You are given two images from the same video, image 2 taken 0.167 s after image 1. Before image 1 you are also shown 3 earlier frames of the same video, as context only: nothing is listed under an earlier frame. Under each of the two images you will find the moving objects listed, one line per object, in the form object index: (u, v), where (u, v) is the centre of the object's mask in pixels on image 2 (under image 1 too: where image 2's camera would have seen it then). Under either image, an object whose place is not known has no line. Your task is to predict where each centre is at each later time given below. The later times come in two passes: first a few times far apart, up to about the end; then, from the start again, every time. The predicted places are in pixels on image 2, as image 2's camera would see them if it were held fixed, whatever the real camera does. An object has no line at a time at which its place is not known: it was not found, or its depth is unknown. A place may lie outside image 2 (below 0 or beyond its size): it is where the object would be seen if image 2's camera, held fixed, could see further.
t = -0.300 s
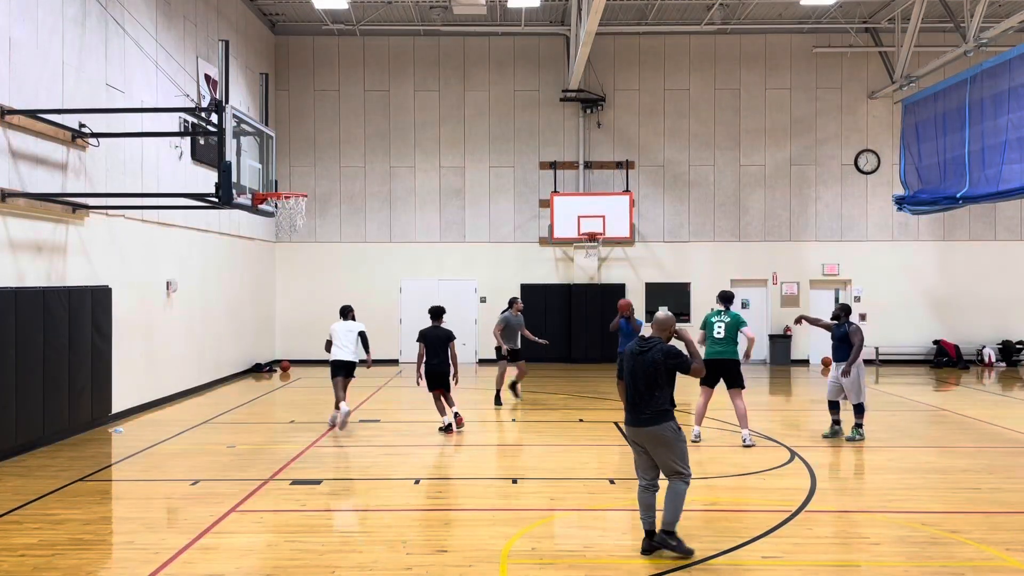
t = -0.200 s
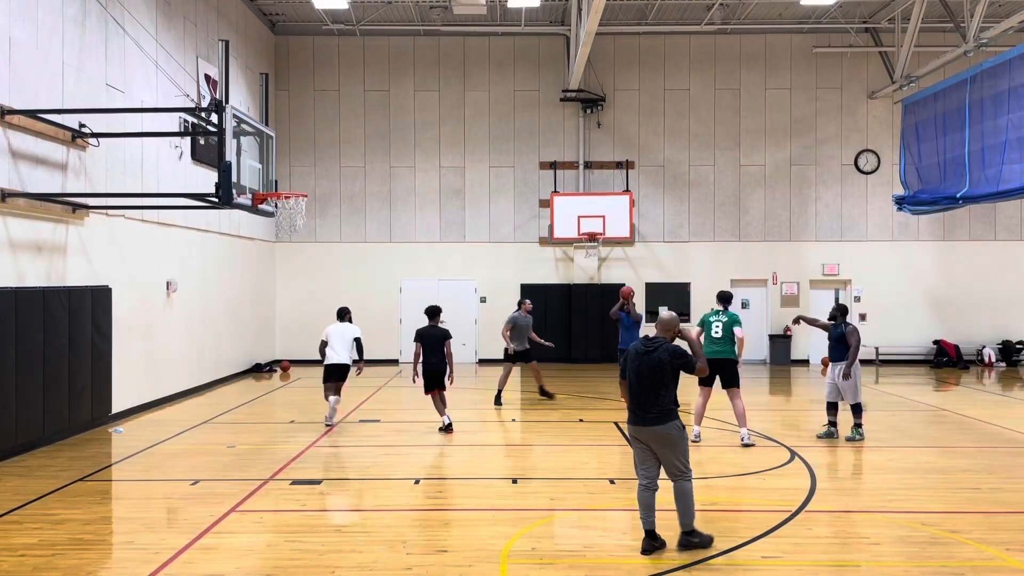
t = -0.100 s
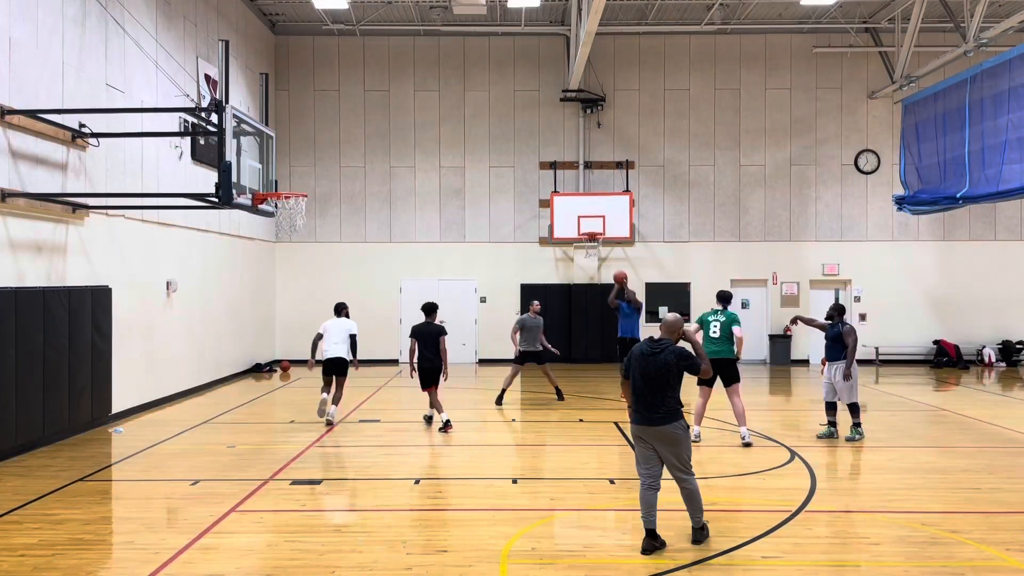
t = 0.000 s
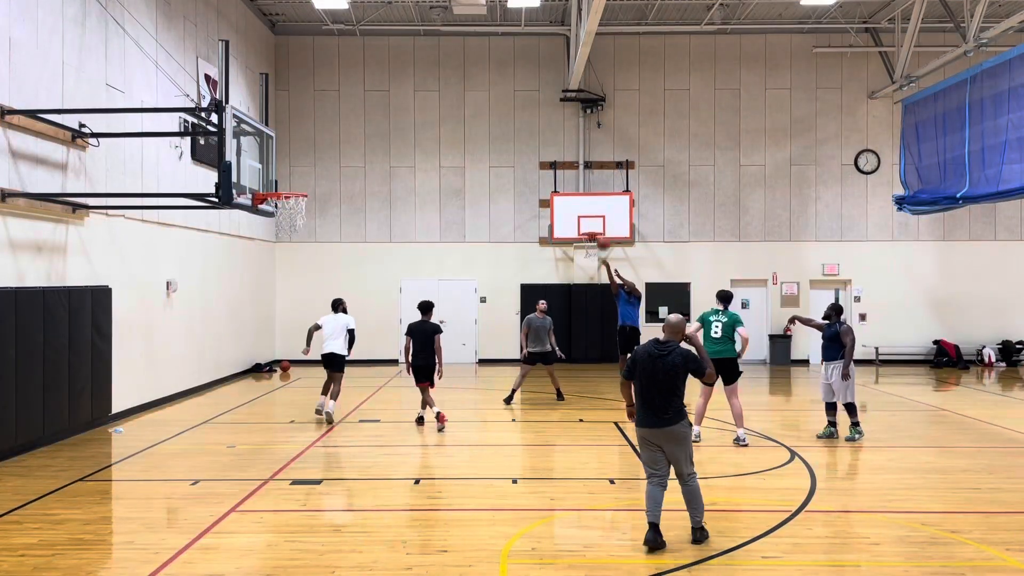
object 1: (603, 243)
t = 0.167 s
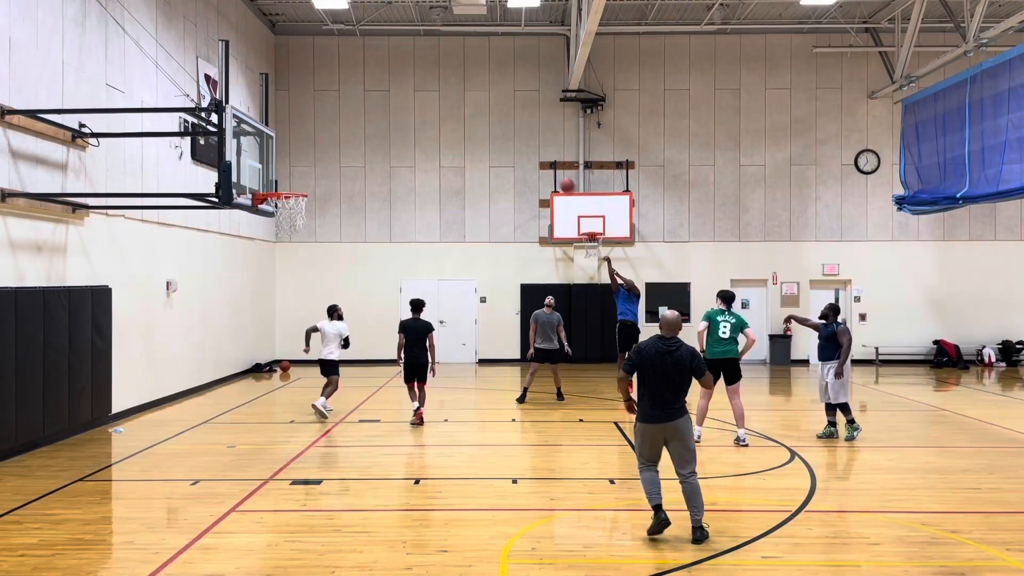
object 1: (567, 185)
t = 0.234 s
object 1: (552, 166)
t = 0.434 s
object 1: (505, 122)
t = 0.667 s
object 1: (444, 100)
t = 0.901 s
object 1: (376, 116)
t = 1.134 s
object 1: (301, 173)
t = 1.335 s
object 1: (268, 236)
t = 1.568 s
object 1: (261, 326)
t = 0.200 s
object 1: (560, 176)
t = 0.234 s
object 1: (552, 166)
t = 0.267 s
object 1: (545, 157)
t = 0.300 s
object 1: (537, 149)
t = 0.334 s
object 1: (529, 142)
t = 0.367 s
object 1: (521, 134)
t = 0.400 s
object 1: (513, 128)
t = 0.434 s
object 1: (505, 122)
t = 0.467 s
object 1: (496, 117)
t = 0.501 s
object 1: (488, 113)
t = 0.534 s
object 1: (479, 109)
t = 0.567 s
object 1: (471, 105)
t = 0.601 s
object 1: (462, 103)
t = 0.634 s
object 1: (453, 101)
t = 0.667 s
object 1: (444, 100)
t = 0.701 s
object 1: (435, 100)
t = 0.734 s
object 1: (425, 101)
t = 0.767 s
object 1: (415, 102)
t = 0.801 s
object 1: (406, 104)
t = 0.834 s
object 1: (396, 107)
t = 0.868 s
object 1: (386, 111)
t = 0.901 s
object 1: (376, 116)
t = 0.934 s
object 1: (366, 121)
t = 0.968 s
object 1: (355, 127)
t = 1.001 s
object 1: (345, 135)
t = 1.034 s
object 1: (334, 143)
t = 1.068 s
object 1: (323, 152)
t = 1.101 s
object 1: (312, 162)
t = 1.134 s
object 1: (301, 173)
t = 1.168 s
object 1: (291, 184)
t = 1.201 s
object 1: (277, 198)
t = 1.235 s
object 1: (272, 209)
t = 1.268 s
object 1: (270, 218)
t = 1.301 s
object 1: (269, 227)
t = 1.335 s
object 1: (268, 236)
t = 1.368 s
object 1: (267, 246)
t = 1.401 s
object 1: (266, 257)
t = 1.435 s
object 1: (265, 269)
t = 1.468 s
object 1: (264, 282)
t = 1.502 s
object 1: (263, 296)
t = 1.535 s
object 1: (262, 310)
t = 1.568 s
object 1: (261, 326)
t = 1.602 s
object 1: (260, 342)
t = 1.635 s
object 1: (259, 360)
